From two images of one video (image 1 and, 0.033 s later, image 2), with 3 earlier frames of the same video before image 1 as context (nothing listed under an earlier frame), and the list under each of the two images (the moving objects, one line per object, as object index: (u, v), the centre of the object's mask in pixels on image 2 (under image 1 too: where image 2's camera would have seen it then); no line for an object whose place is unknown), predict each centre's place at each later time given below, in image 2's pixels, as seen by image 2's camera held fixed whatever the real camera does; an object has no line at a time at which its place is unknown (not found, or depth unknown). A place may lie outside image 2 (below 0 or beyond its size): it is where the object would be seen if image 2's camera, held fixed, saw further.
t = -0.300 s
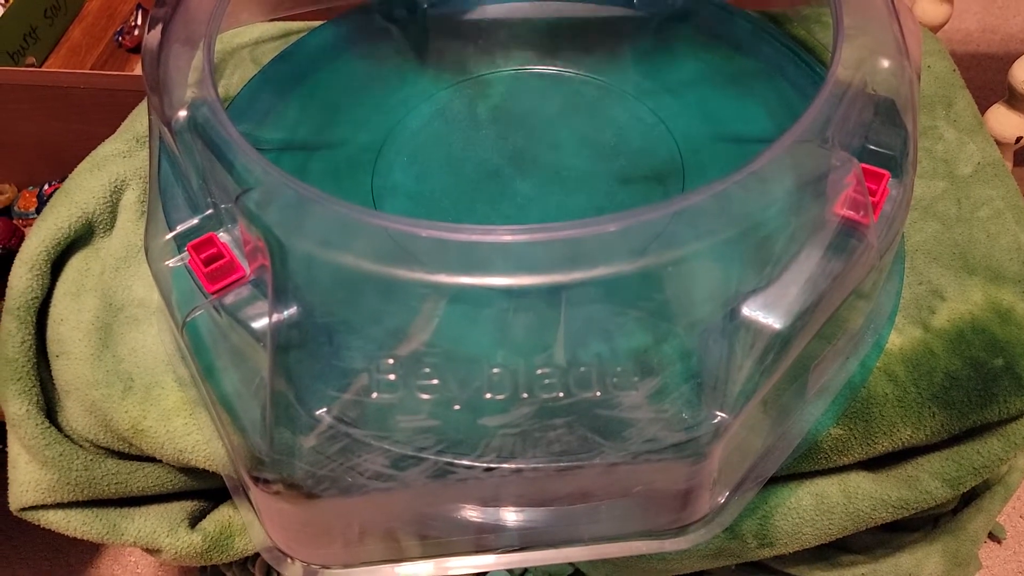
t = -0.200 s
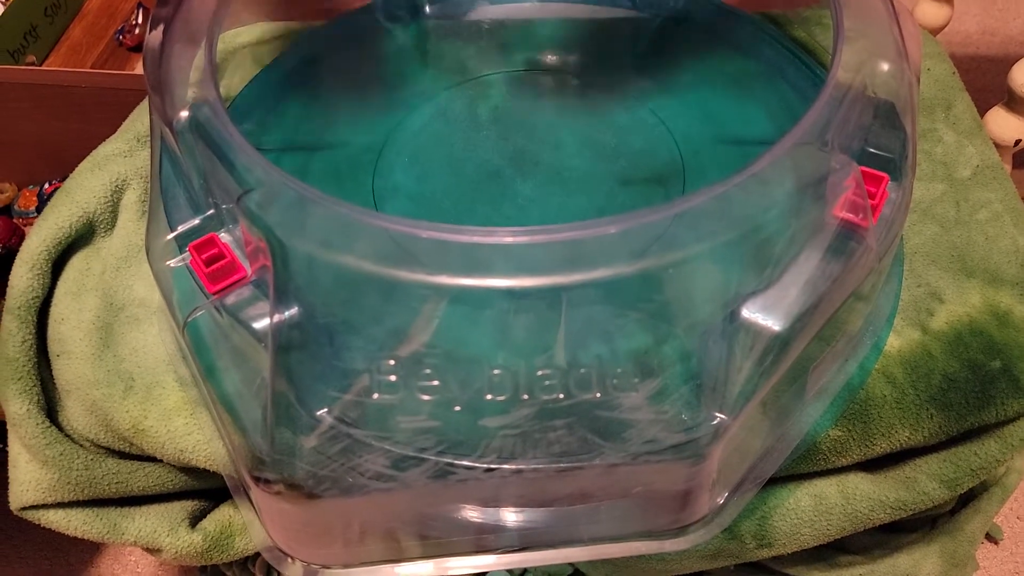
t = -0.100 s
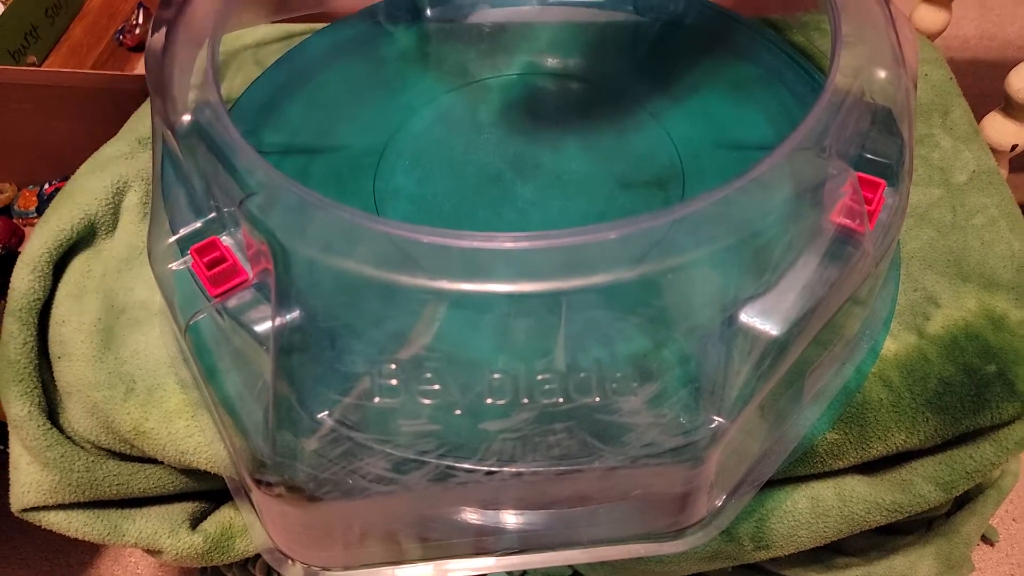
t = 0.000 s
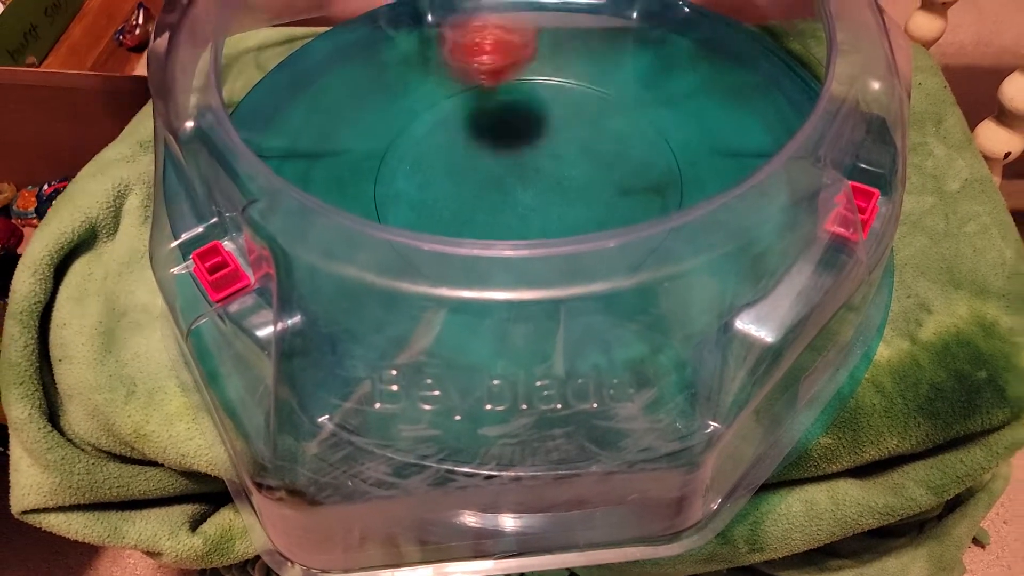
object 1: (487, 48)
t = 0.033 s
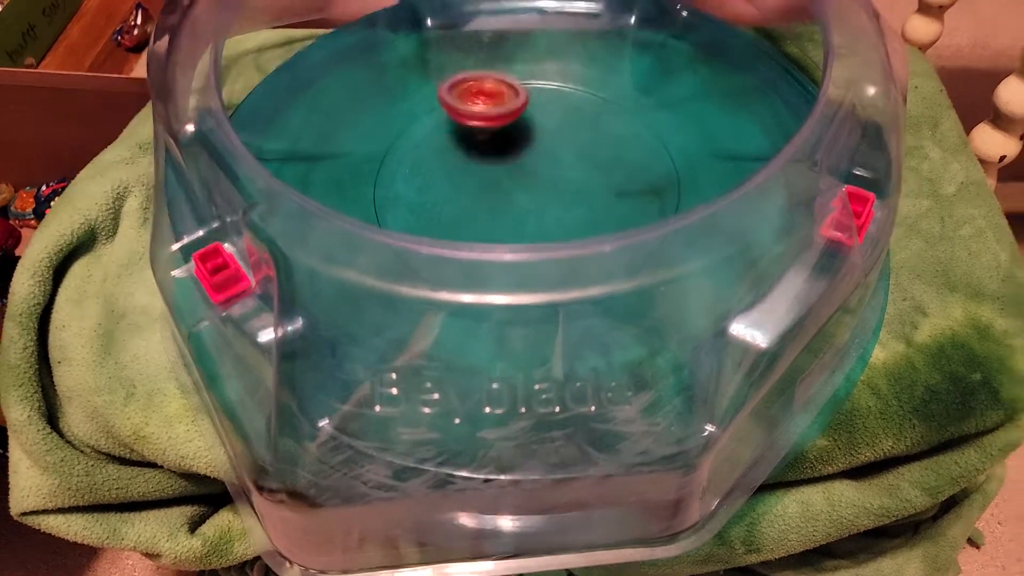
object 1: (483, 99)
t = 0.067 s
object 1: (471, 98)
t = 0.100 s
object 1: (461, 108)
